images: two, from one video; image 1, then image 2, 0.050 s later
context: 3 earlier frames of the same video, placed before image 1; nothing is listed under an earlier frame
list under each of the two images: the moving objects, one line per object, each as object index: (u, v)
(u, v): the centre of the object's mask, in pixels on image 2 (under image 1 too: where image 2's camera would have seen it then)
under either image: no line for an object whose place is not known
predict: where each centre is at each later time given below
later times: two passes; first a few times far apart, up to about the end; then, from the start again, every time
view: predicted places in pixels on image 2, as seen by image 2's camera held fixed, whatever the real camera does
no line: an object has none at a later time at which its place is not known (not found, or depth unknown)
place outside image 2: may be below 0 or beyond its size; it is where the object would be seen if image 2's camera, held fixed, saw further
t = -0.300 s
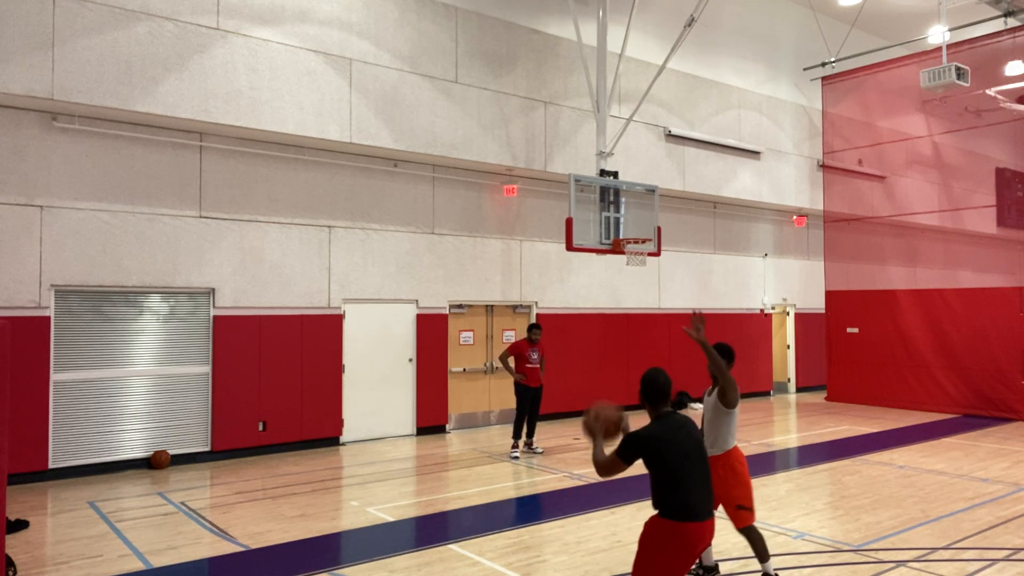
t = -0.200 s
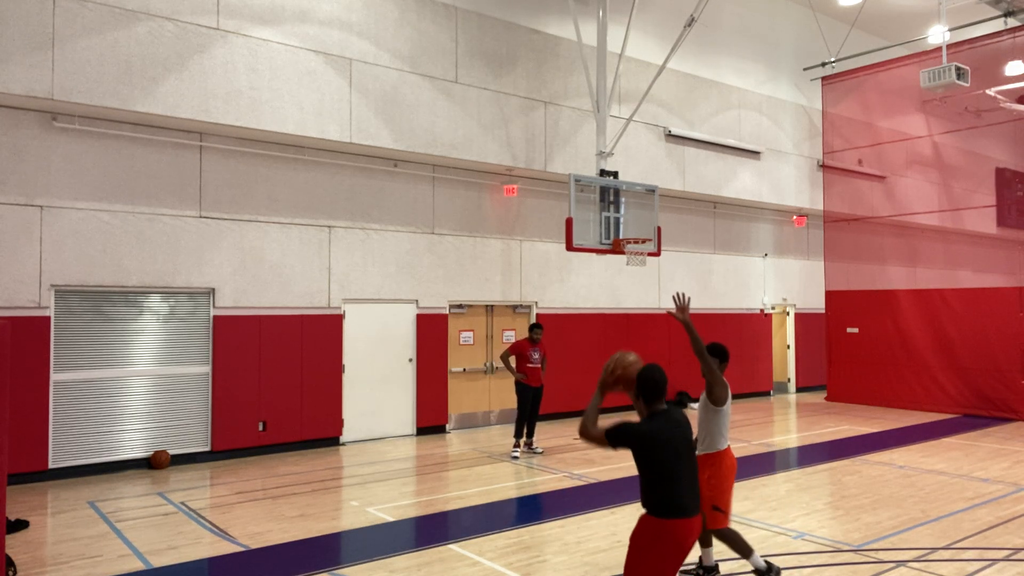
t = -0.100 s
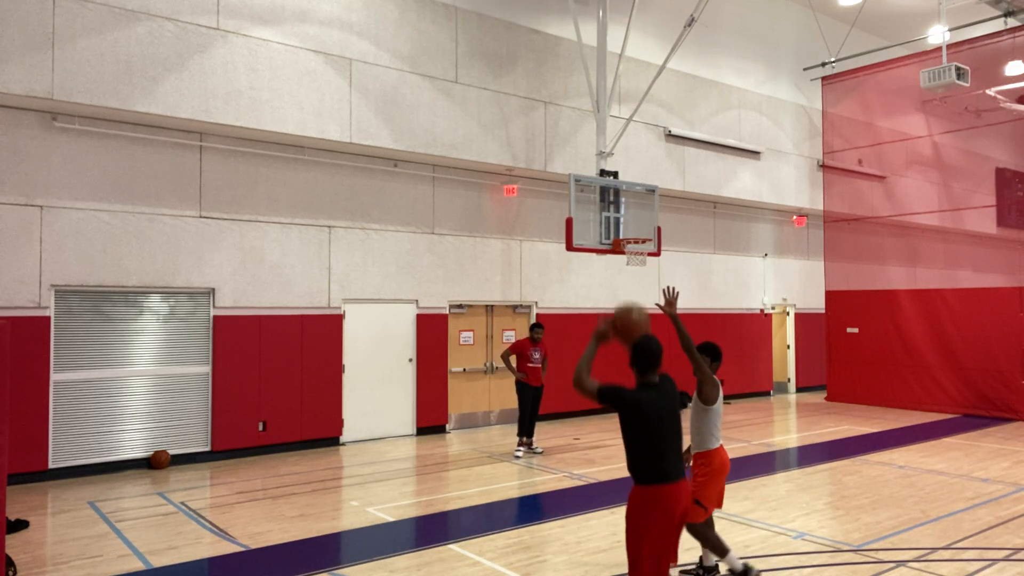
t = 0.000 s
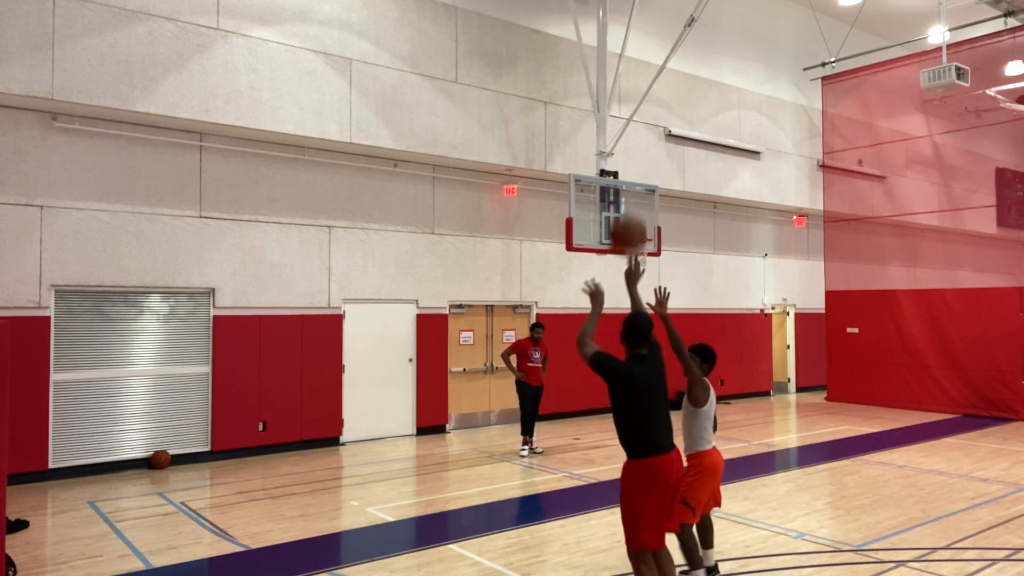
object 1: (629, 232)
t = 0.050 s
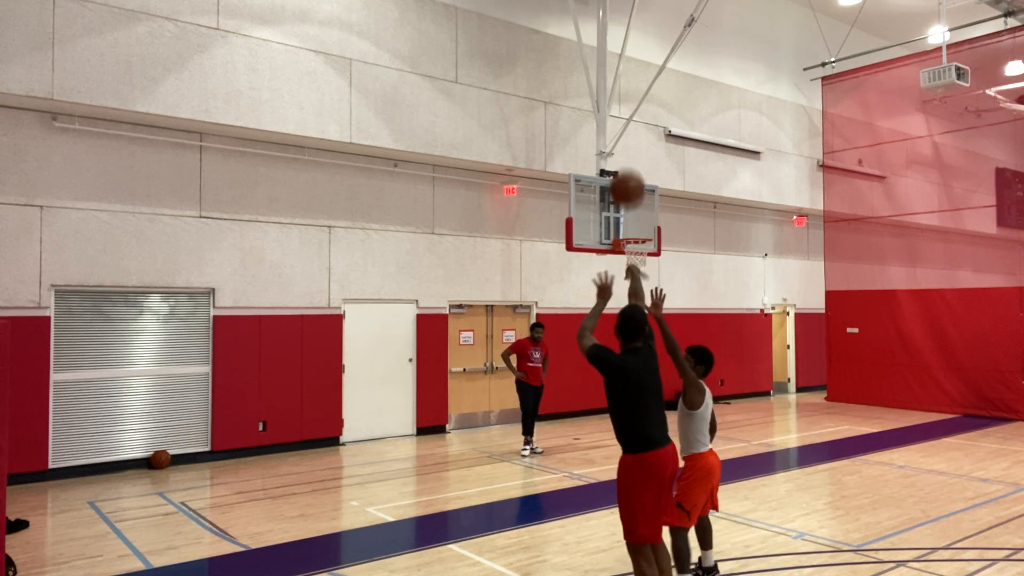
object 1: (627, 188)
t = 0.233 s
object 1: (624, 83)
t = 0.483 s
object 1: (621, 37)
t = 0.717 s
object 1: (619, 55)
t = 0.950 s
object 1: (618, 110)
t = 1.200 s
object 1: (617, 197)
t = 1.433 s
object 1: (582, 271)
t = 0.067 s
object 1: (627, 174)
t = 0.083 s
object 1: (626, 162)
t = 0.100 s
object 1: (626, 151)
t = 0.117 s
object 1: (626, 140)
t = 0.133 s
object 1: (625, 130)
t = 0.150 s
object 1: (625, 121)
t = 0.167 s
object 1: (625, 112)
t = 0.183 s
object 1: (624, 103)
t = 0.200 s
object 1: (624, 96)
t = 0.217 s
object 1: (624, 89)
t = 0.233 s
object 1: (624, 83)
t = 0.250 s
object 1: (624, 77)
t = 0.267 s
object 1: (623, 71)
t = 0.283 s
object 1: (623, 66)
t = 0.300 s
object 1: (623, 62)
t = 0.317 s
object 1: (623, 58)
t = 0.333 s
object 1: (623, 54)
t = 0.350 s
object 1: (623, 51)
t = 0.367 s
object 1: (622, 48)
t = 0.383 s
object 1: (622, 45)
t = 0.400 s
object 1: (622, 43)
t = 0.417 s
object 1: (622, 41)
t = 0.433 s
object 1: (622, 40)
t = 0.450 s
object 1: (622, 38)
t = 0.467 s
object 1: (621, 37)
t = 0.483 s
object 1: (621, 37)
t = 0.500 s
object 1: (621, 37)
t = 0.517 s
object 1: (621, 36)
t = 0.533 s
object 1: (621, 37)
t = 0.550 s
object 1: (621, 37)
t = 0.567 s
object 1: (620, 38)
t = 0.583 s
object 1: (620, 39)
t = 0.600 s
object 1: (620, 40)
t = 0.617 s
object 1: (620, 41)
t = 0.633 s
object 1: (620, 43)
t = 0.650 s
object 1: (620, 45)
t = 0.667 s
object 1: (620, 47)
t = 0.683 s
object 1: (620, 49)
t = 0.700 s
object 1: (620, 52)
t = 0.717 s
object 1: (619, 55)
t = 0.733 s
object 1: (619, 58)
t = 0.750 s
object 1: (619, 61)
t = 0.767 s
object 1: (619, 64)
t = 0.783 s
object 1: (619, 67)
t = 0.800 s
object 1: (619, 71)
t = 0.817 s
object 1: (619, 75)
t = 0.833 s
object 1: (619, 78)
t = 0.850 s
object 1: (619, 83)
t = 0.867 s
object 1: (619, 87)
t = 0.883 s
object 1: (619, 91)
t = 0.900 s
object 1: (619, 95)
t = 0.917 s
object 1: (619, 100)
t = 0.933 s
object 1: (618, 105)
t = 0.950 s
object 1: (618, 110)
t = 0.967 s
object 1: (618, 115)
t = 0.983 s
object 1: (618, 120)
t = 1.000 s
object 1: (618, 126)
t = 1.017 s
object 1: (618, 131)
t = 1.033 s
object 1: (618, 136)
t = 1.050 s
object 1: (617, 142)
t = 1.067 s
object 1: (617, 147)
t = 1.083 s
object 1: (617, 153)
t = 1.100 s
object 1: (618, 159)
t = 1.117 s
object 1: (617, 166)
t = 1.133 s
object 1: (618, 171)
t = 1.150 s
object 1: (617, 178)
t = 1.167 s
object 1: (618, 184)
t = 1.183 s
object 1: (617, 190)
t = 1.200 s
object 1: (617, 197)
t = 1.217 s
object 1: (617, 203)
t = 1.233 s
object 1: (617, 210)
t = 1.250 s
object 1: (617, 217)
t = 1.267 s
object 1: (617, 224)
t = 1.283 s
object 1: (617, 230)
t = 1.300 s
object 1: (617, 238)
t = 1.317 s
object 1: (614, 241)
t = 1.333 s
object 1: (611, 245)
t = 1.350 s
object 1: (605, 249)
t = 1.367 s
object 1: (600, 253)
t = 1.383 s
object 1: (596, 258)
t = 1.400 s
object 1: (591, 262)
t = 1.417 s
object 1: (587, 267)
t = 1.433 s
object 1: (582, 271)
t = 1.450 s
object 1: (578, 277)
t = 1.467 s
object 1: (573, 282)
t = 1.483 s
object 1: (569, 287)
